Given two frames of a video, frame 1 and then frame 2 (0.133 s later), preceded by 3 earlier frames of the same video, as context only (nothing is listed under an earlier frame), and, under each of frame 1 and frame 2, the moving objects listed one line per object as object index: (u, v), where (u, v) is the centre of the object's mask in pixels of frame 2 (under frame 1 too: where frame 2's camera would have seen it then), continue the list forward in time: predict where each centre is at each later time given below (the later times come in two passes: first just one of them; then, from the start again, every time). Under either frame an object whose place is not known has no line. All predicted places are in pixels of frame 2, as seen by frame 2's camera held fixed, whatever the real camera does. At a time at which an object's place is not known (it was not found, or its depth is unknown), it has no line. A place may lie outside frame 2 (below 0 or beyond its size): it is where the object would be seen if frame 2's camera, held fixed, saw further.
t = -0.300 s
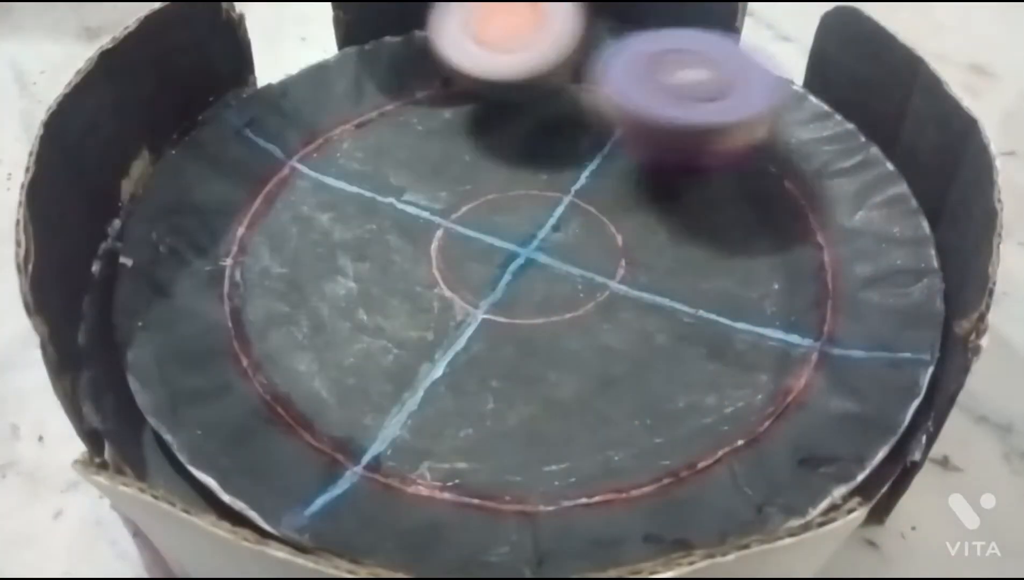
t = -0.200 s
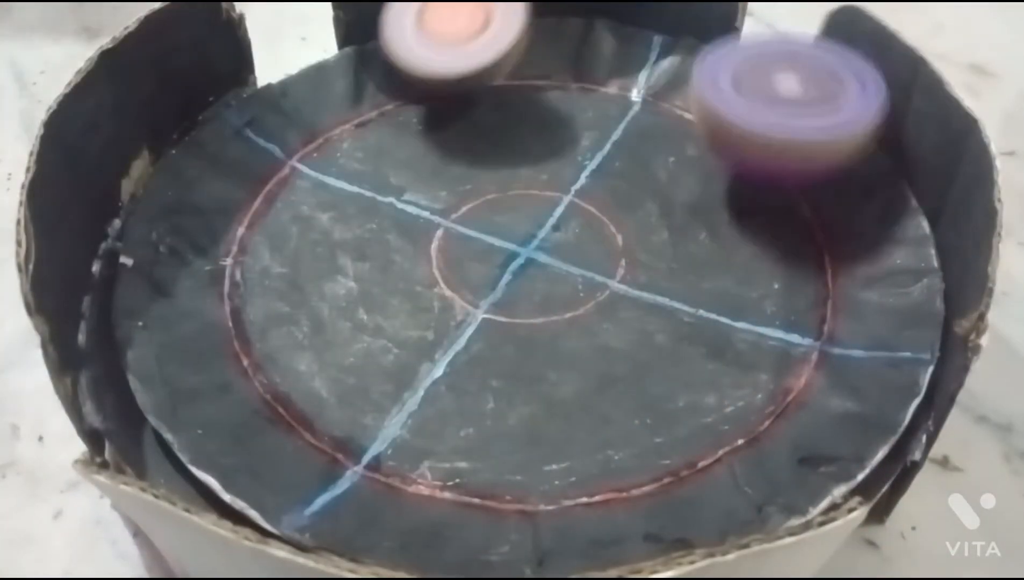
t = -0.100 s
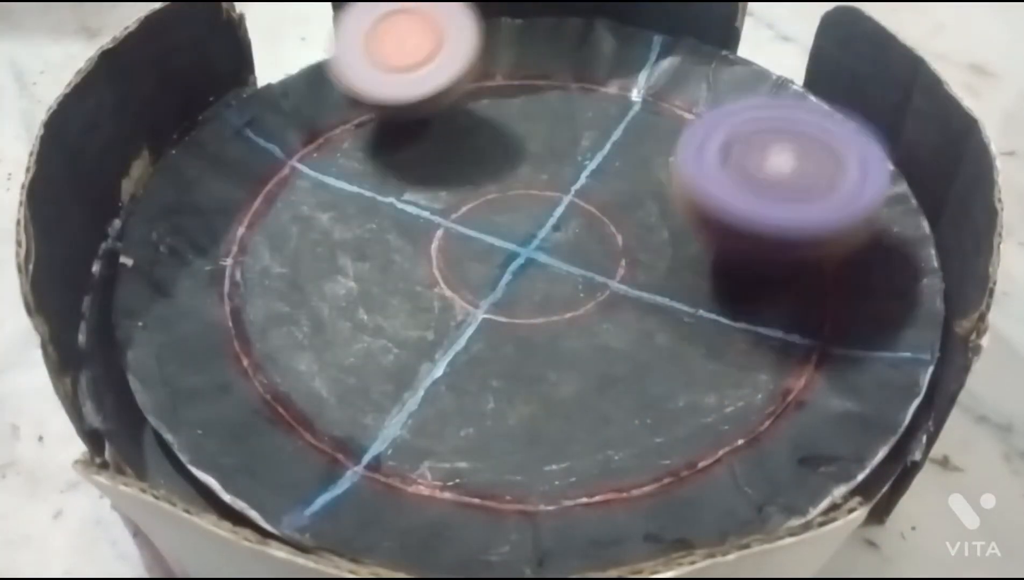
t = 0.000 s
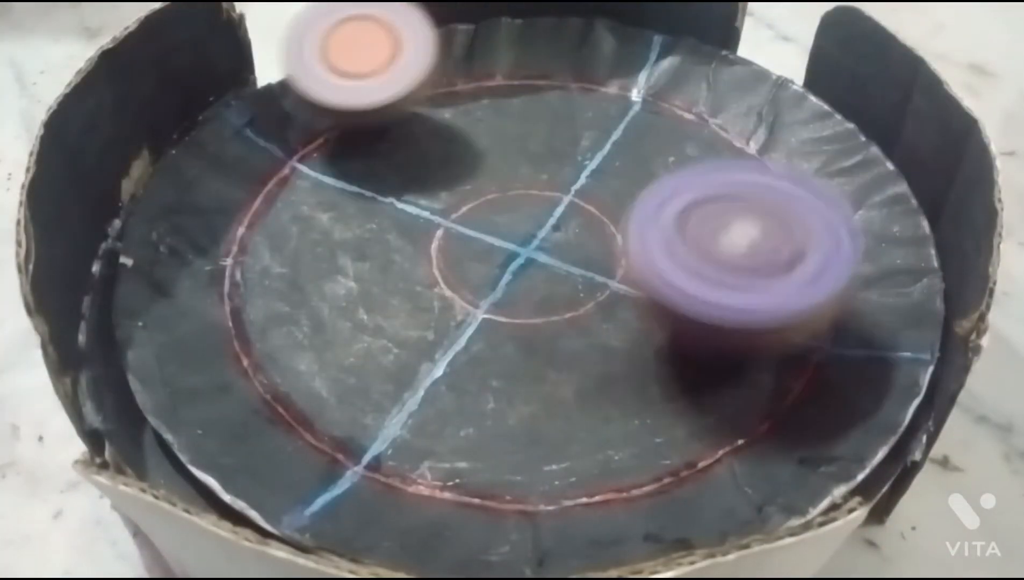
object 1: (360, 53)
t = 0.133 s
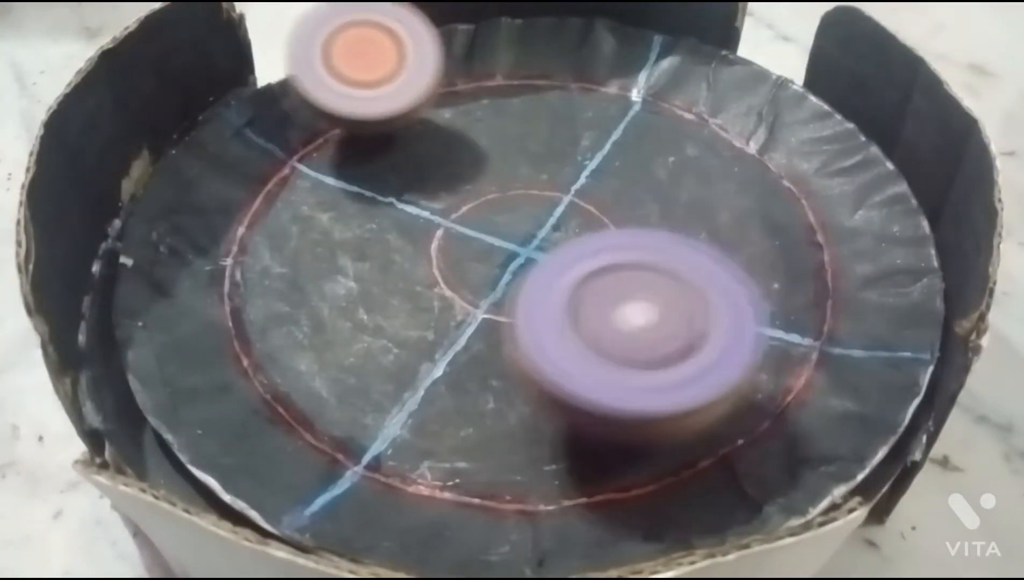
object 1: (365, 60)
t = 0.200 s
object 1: (365, 69)
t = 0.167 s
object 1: (369, 63)
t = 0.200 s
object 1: (365, 69)
